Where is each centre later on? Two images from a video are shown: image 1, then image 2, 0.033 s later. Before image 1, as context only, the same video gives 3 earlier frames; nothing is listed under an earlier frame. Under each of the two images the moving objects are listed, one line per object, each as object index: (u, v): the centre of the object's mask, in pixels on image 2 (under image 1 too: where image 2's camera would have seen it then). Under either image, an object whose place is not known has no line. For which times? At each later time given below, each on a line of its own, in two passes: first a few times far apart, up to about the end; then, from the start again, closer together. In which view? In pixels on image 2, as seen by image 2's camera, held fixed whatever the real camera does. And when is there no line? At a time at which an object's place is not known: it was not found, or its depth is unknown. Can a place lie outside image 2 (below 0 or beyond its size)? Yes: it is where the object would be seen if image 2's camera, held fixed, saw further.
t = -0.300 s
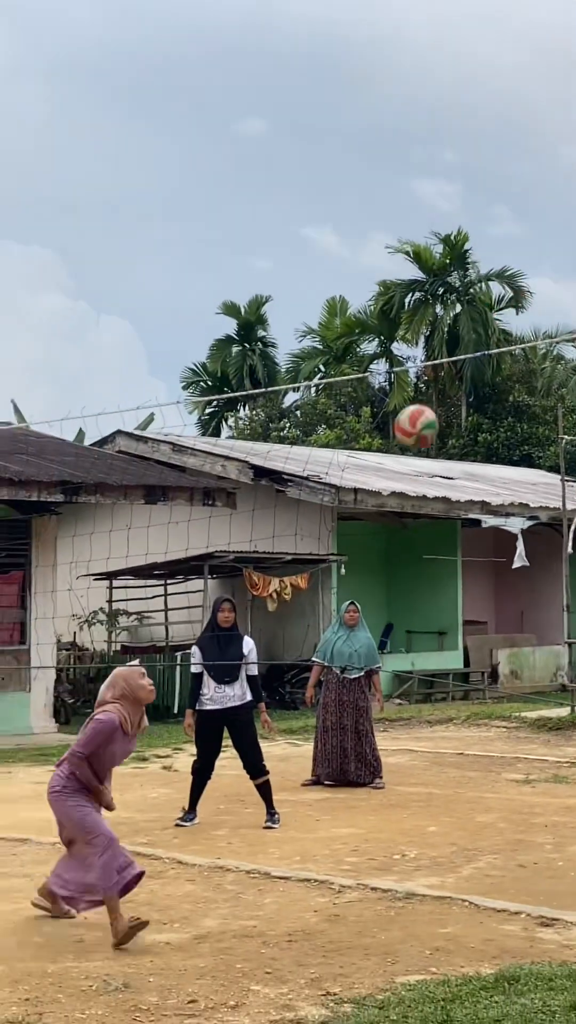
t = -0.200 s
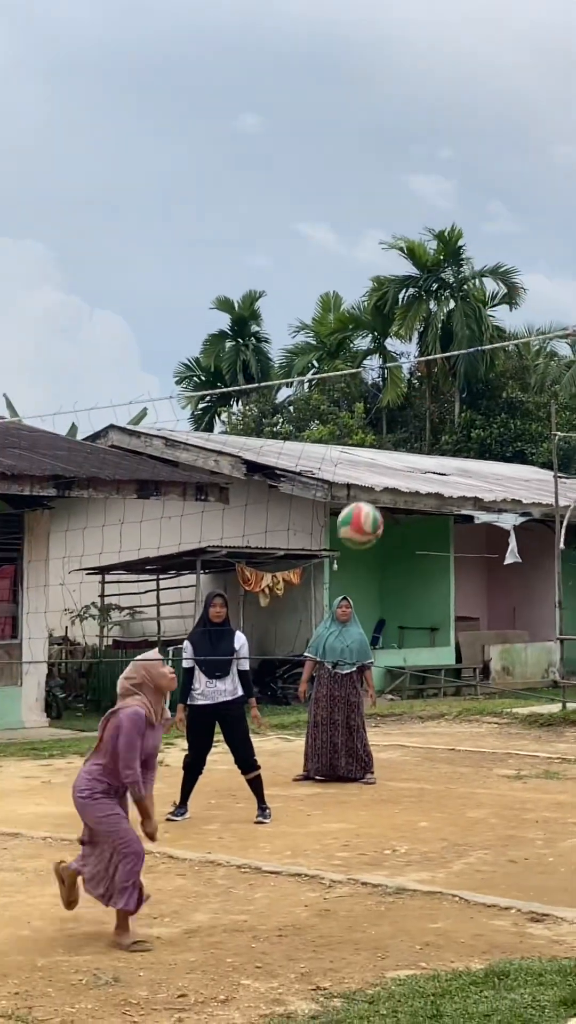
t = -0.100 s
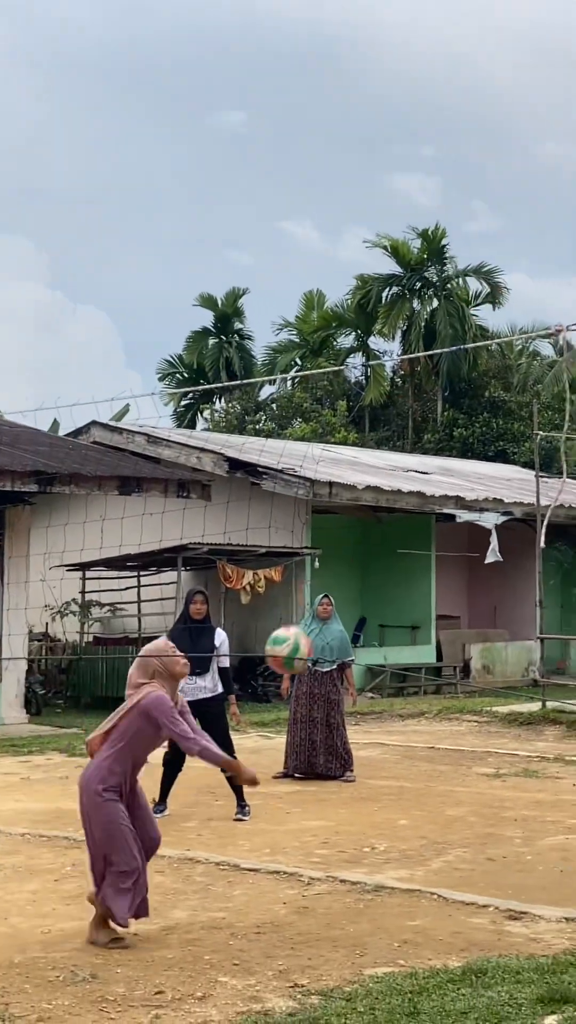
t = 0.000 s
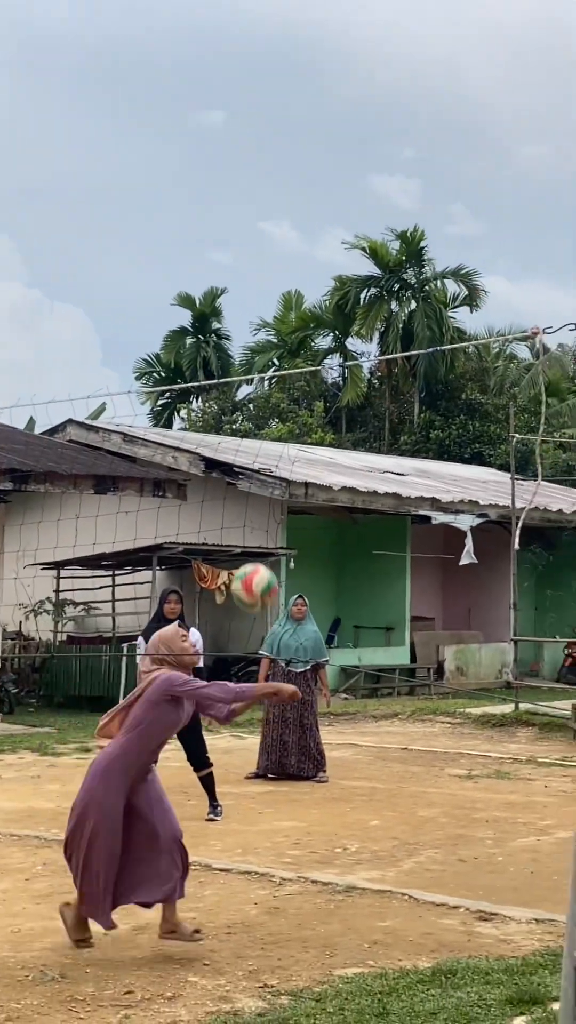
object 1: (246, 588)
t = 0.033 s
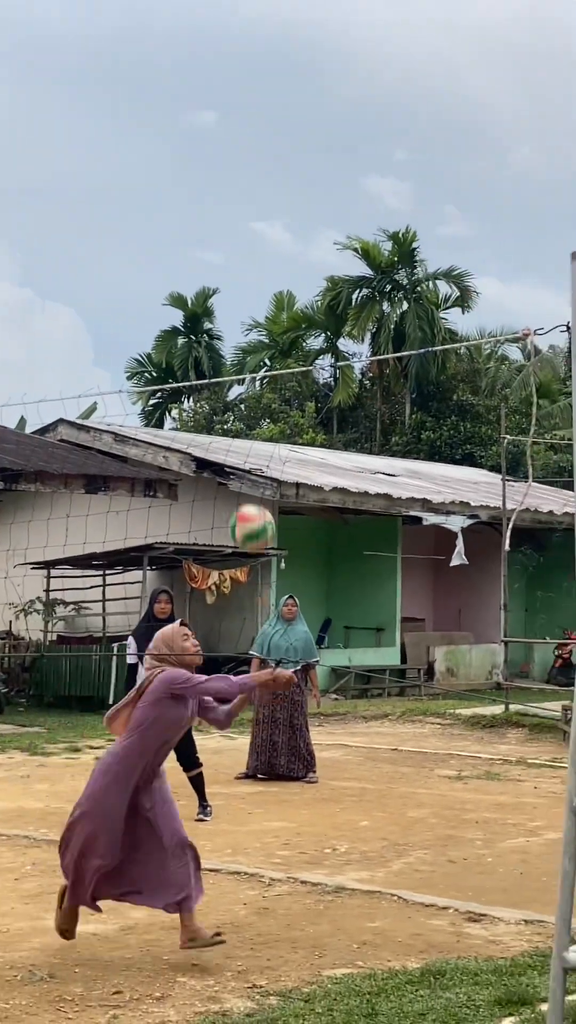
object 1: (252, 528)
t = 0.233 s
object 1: (282, 252)
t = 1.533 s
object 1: (358, 449)
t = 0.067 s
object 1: (257, 472)
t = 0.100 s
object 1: (262, 420)
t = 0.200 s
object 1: (277, 291)
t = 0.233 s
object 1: (282, 252)
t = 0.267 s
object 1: (286, 217)
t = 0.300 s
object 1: (289, 186)
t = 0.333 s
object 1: (292, 157)
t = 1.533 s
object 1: (358, 449)
